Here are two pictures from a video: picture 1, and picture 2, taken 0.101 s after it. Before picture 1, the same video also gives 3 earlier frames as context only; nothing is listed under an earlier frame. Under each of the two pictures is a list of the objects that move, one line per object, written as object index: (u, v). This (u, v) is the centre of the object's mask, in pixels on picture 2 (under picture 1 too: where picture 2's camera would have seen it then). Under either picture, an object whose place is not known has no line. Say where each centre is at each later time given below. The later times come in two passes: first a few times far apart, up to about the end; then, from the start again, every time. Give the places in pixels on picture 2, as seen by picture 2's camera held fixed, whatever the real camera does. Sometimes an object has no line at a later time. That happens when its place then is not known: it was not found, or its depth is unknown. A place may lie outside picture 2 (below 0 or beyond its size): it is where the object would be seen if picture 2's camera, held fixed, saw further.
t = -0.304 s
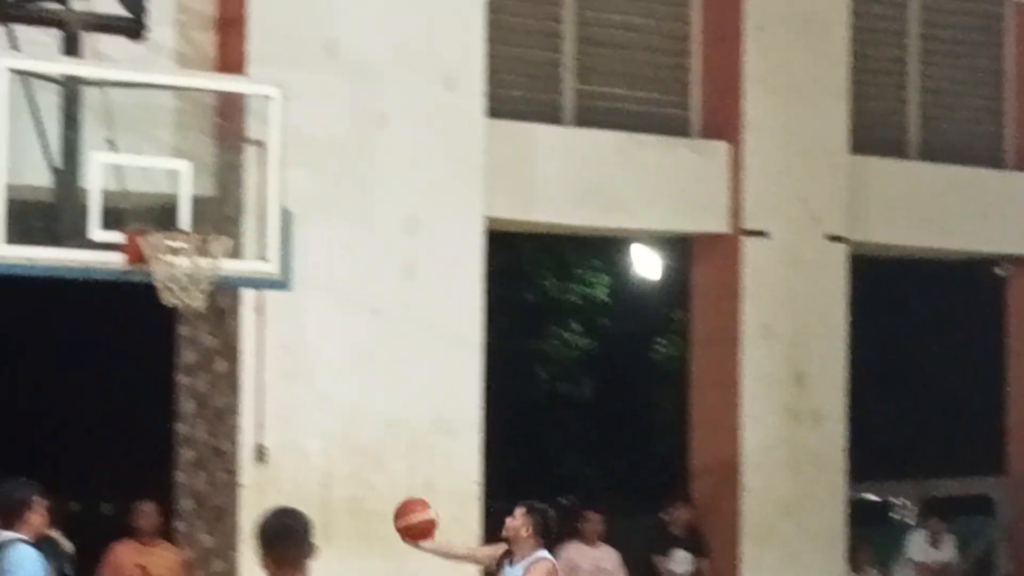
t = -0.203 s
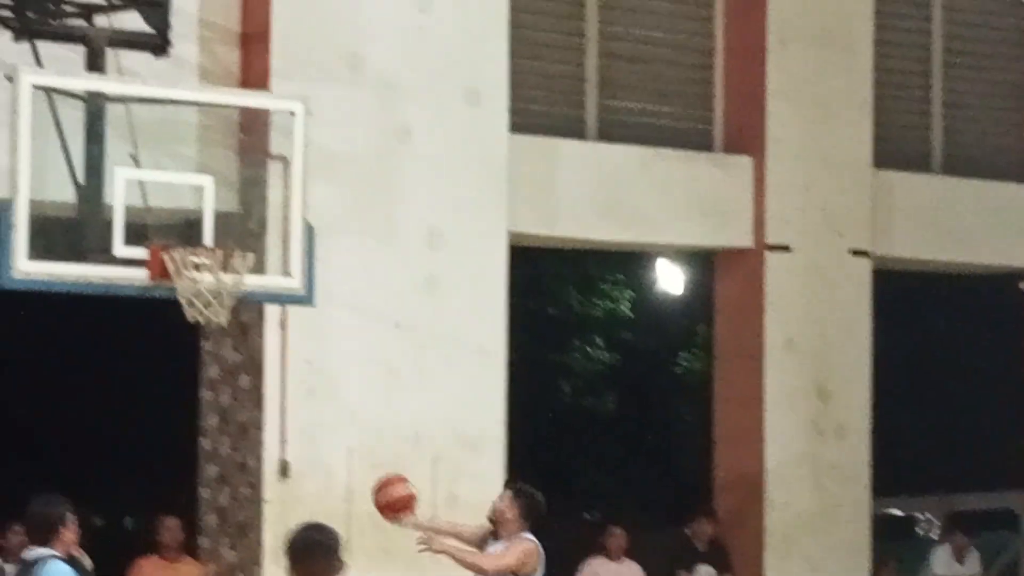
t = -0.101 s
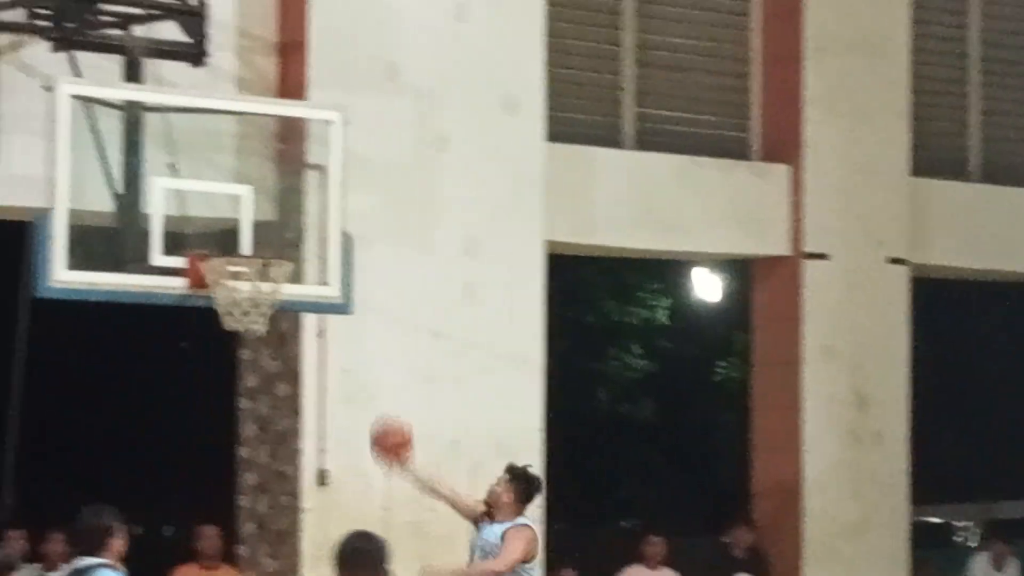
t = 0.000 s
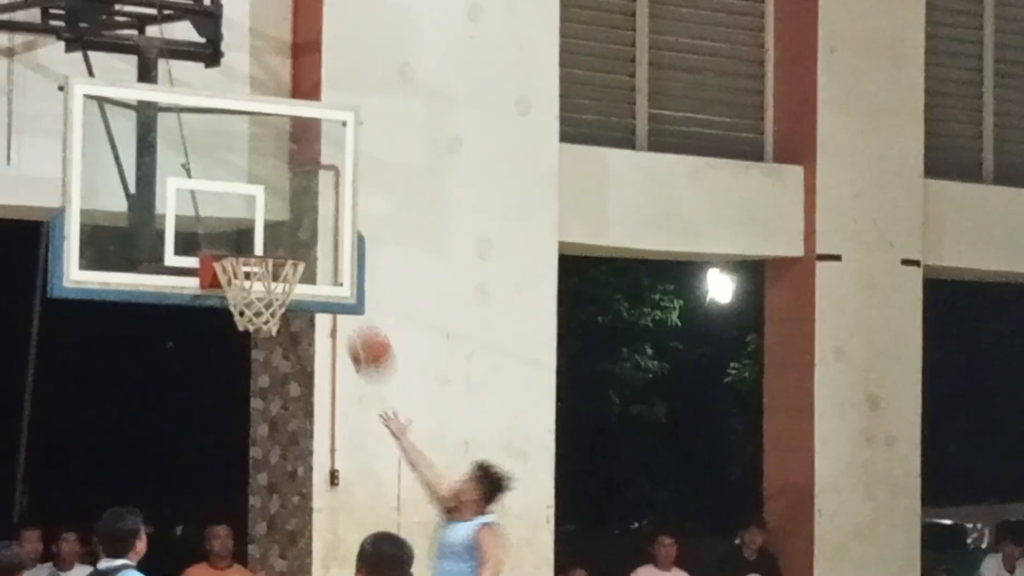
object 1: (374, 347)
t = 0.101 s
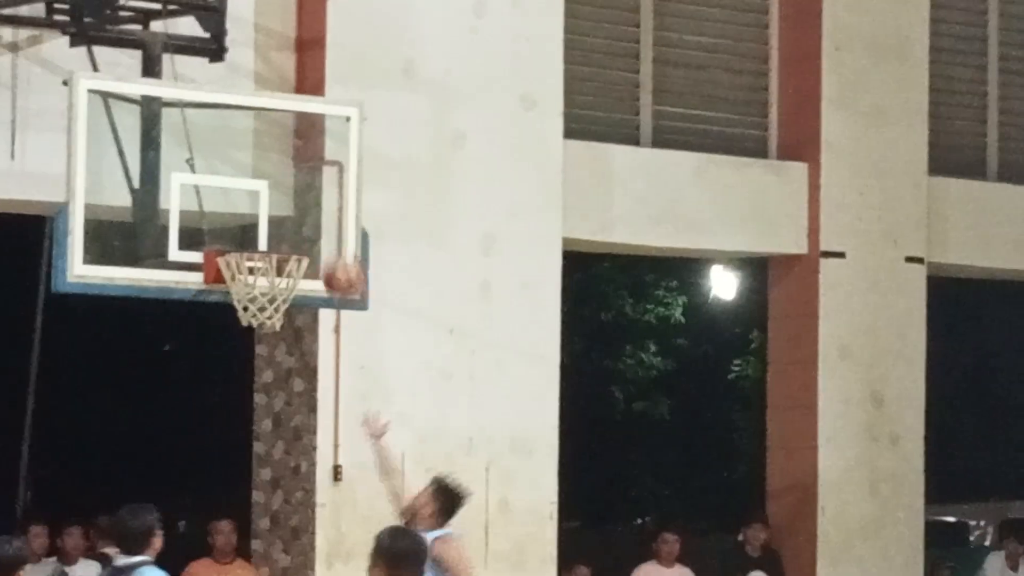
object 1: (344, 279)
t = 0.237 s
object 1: (301, 212)
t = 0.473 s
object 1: (306, 185)
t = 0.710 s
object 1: (307, 231)
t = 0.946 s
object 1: (289, 238)
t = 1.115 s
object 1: (274, 296)
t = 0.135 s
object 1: (332, 259)
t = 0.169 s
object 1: (322, 239)
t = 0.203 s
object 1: (312, 225)
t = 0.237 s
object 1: (301, 212)
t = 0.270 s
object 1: (299, 202)
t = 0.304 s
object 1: (300, 195)
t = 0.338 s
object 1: (302, 189)
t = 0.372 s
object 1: (303, 184)
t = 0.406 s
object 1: (304, 182)
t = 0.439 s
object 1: (305, 183)
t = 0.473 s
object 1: (306, 185)
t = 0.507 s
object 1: (307, 189)
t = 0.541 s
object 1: (308, 194)
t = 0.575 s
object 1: (308, 202)
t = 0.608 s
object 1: (310, 212)
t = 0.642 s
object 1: (310, 224)
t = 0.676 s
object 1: (309, 231)
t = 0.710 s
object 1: (307, 231)
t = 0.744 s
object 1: (304, 232)
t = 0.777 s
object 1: (302, 228)
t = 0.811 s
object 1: (299, 226)
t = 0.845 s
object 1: (296, 227)
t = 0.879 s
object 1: (296, 230)
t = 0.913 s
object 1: (293, 232)
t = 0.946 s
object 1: (289, 238)
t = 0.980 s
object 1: (287, 243)
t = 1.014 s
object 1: (284, 254)
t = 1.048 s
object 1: (278, 264)
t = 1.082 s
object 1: (270, 288)
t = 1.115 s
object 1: (274, 296)
